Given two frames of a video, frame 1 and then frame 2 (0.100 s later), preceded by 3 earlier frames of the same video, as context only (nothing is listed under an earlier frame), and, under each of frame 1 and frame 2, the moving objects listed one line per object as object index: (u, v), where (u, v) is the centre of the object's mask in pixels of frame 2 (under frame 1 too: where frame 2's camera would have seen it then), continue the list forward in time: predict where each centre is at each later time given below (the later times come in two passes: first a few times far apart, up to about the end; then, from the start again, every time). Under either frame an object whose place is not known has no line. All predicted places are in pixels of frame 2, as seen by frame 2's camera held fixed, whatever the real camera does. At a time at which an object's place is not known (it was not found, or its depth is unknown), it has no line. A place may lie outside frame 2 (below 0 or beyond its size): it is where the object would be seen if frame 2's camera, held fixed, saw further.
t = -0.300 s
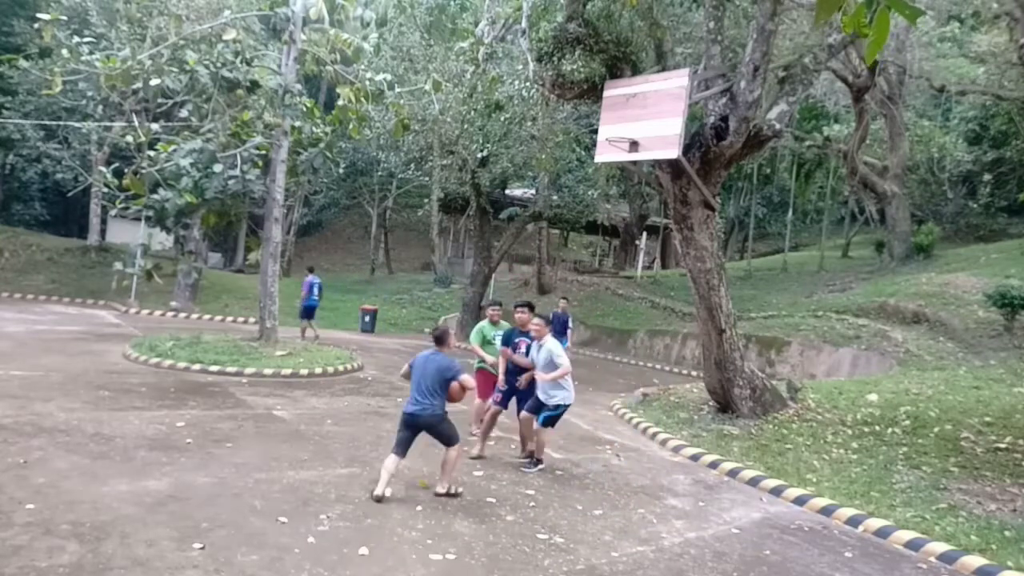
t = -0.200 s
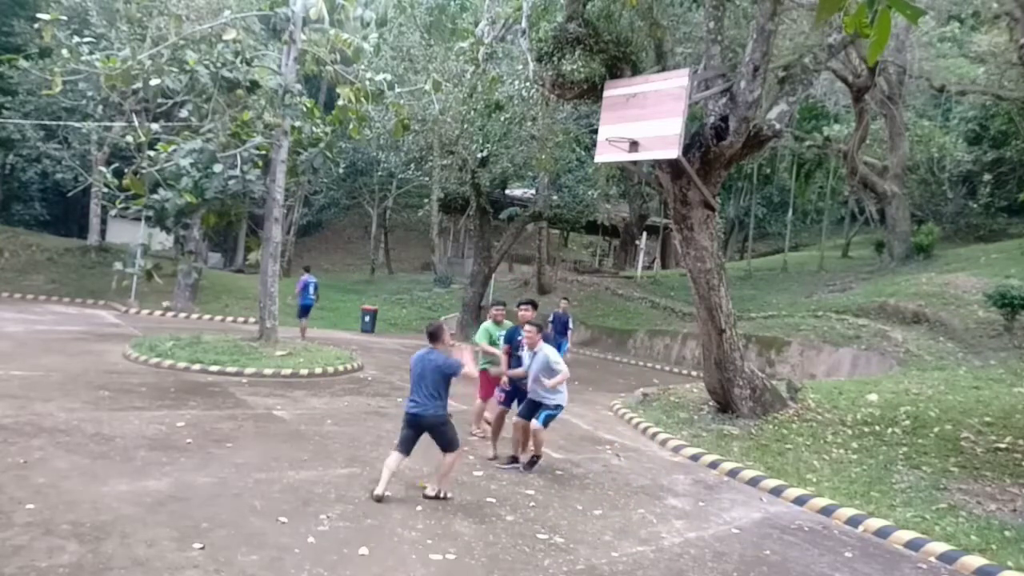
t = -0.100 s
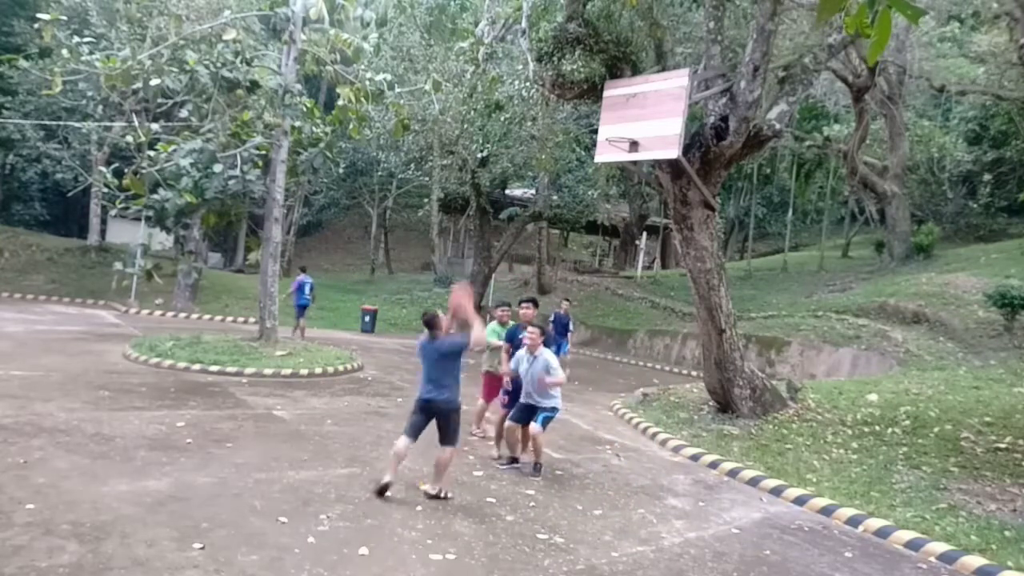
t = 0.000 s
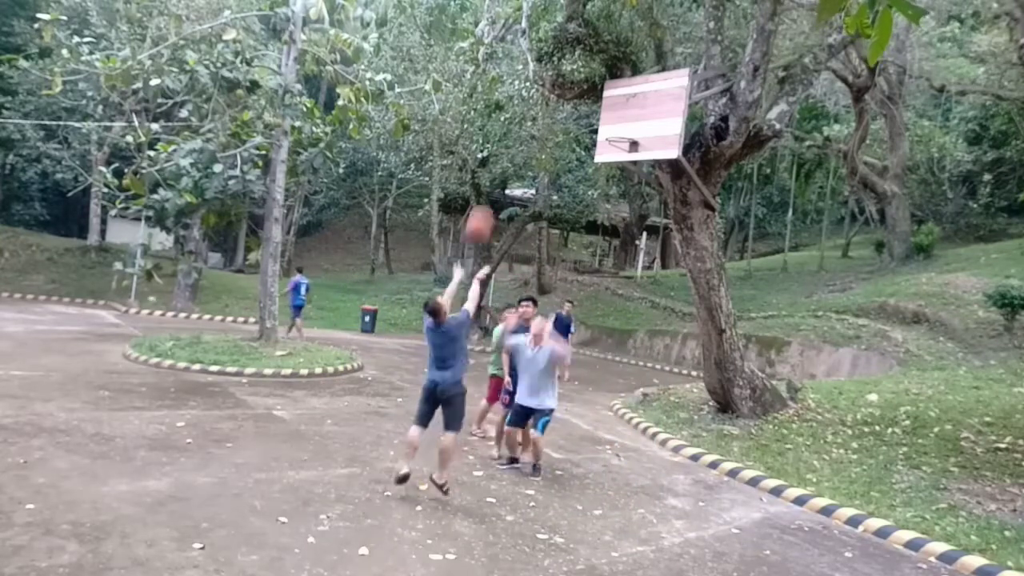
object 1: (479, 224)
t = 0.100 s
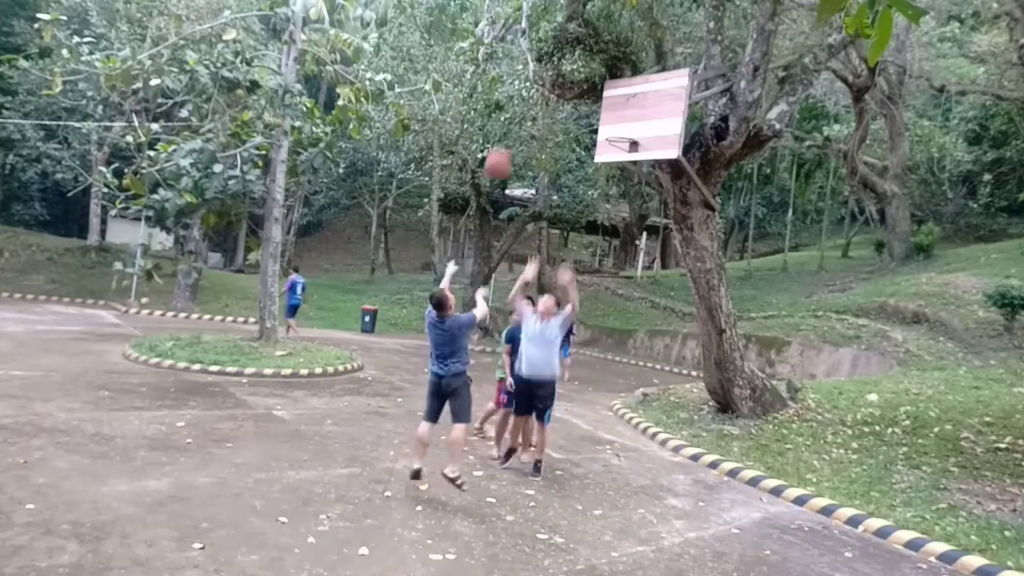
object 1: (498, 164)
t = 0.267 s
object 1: (524, 89)
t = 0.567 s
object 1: (555, 38)
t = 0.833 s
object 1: (572, 63)
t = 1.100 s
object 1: (578, 141)
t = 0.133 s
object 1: (503, 145)
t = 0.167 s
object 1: (509, 128)
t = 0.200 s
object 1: (513, 116)
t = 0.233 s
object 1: (517, 102)
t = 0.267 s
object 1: (524, 89)
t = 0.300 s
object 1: (528, 78)
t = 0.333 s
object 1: (533, 69)
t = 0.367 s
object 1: (536, 62)
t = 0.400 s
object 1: (540, 54)
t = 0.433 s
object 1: (543, 51)
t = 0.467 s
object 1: (546, 46)
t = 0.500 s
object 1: (550, 41)
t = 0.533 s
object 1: (553, 39)
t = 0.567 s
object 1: (555, 38)
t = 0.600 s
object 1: (558, 38)
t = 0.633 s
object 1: (560, 39)
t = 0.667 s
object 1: (563, 40)
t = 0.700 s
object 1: (565, 42)
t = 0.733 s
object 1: (567, 45)
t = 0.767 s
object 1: (569, 50)
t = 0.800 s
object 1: (571, 55)
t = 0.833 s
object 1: (572, 63)
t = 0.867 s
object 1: (573, 68)
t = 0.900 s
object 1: (574, 78)
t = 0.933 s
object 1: (575, 87)
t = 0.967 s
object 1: (576, 93)
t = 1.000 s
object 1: (577, 105)
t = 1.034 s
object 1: (578, 116)
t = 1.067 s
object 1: (579, 128)
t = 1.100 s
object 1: (578, 141)
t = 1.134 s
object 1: (579, 154)
